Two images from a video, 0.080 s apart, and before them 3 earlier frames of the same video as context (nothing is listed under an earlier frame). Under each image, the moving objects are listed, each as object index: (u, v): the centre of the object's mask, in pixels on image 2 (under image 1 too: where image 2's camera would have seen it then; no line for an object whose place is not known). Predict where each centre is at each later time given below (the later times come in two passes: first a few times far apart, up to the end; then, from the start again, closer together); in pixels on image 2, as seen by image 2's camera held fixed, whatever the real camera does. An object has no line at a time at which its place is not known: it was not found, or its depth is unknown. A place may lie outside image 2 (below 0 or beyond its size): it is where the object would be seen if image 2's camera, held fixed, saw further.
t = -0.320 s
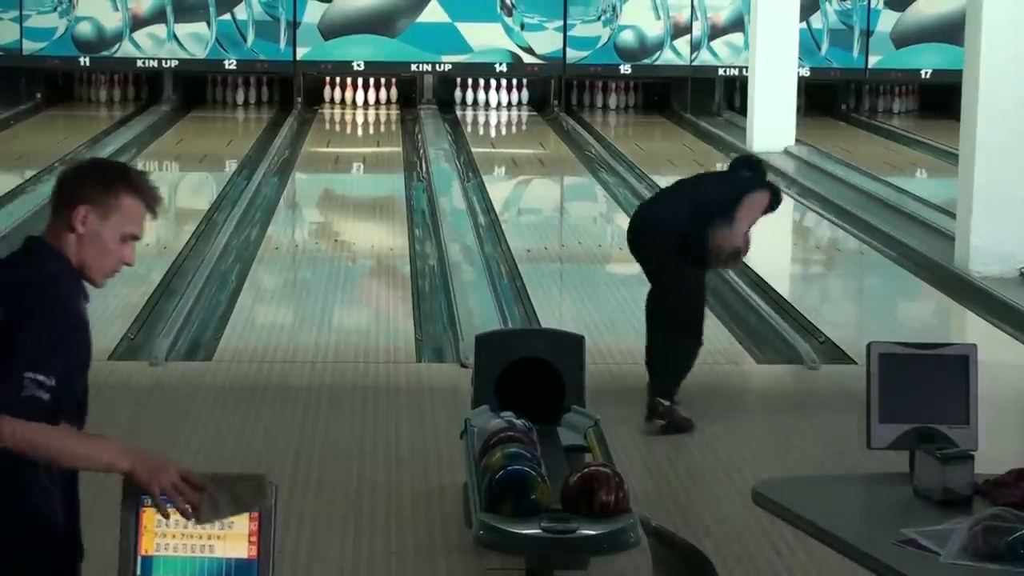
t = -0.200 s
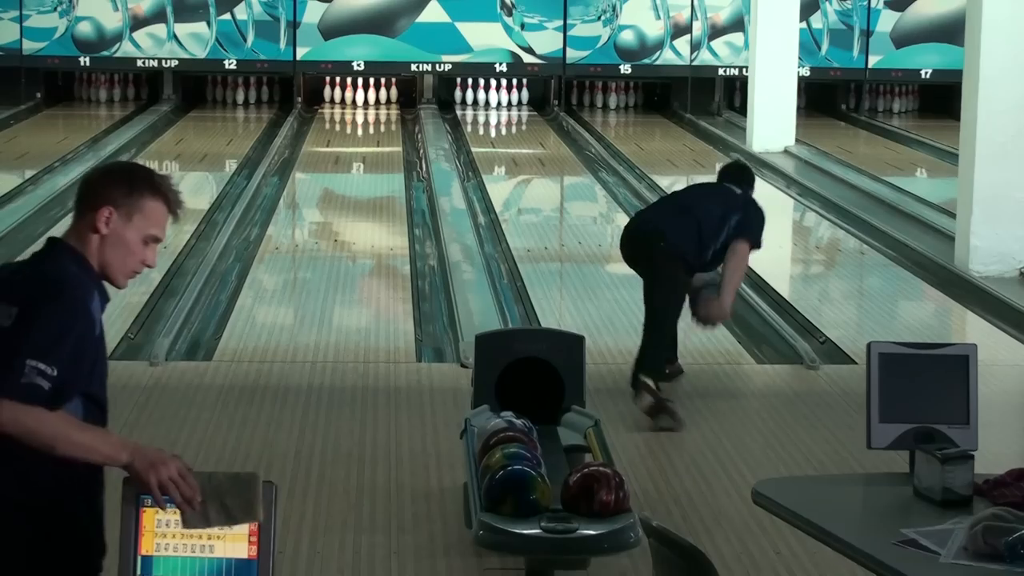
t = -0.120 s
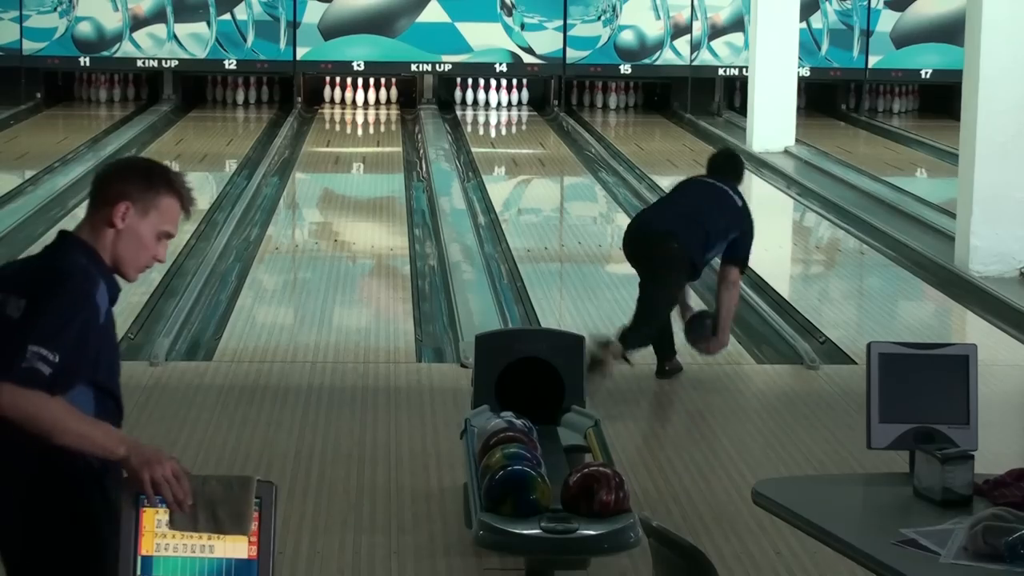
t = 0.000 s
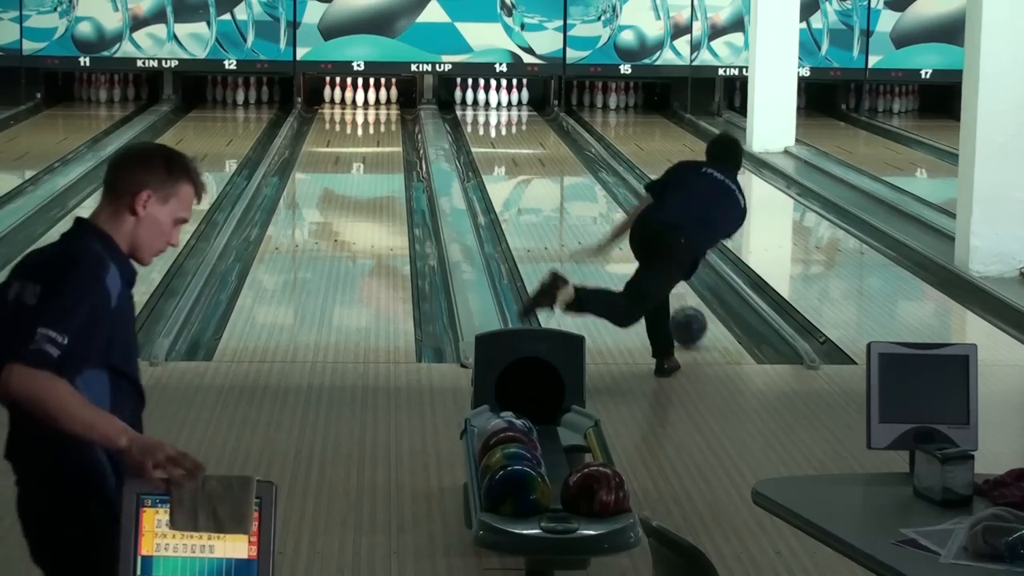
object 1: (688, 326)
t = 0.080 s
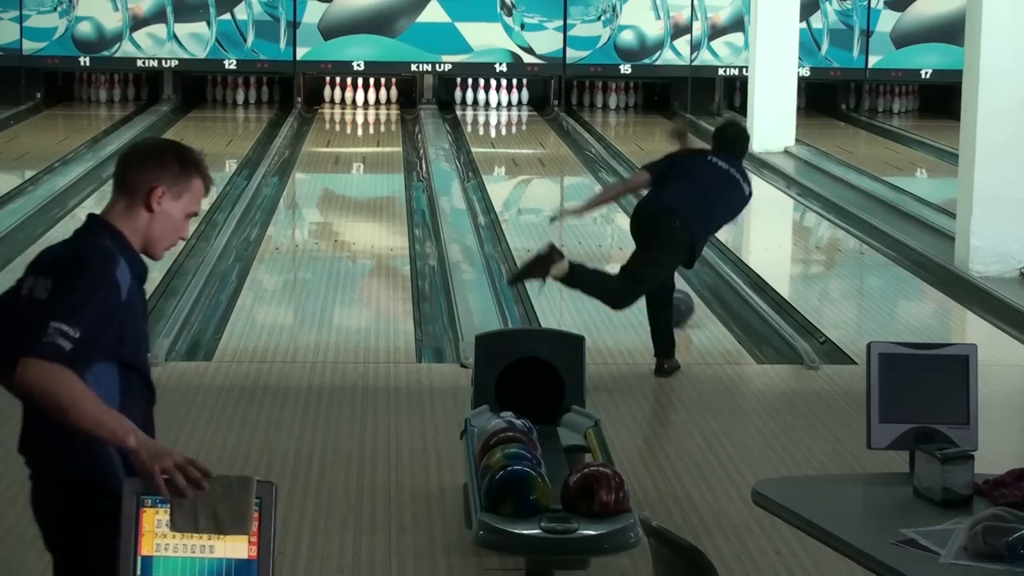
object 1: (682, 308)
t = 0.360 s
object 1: (632, 245)
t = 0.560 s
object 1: (622, 223)
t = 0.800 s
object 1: (602, 193)
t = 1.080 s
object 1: (581, 167)
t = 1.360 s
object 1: (563, 145)
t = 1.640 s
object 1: (545, 128)
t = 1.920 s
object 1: (524, 113)
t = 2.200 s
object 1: (501, 102)
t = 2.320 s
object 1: (494, 99)
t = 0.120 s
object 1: (680, 300)
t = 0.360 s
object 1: (632, 245)
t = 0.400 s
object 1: (633, 243)
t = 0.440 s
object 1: (633, 239)
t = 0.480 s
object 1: (628, 234)
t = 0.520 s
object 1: (625, 229)
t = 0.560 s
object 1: (622, 223)
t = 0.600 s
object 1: (618, 217)
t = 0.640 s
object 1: (615, 211)
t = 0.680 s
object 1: (612, 207)
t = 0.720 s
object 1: (608, 202)
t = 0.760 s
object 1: (605, 198)
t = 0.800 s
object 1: (602, 193)
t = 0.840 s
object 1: (599, 190)
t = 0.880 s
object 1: (596, 186)
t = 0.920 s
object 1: (593, 181)
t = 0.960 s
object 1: (590, 177)
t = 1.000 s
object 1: (587, 174)
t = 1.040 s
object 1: (584, 171)
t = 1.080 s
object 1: (581, 167)
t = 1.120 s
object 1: (579, 164)
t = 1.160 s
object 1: (576, 161)
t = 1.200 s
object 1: (574, 158)
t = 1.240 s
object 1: (571, 155)
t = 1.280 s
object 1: (568, 152)
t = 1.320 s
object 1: (566, 148)
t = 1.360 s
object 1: (563, 145)
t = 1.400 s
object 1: (561, 142)
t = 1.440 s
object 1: (558, 139)
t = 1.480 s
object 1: (556, 137)
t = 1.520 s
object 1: (553, 135)
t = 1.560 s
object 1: (550, 132)
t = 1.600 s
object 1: (547, 130)
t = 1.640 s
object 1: (545, 128)
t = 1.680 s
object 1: (542, 126)
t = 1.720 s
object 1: (539, 124)
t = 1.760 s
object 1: (536, 122)
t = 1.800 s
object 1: (532, 119)
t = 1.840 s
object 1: (529, 117)
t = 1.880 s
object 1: (527, 115)
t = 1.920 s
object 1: (524, 113)
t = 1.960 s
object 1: (520, 112)
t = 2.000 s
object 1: (517, 110)
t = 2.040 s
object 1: (514, 109)
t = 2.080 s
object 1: (511, 106)
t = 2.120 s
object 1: (507, 105)
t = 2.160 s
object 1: (504, 104)
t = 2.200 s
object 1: (501, 102)
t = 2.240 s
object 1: (498, 101)
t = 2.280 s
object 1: (496, 100)
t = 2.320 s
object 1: (494, 99)
